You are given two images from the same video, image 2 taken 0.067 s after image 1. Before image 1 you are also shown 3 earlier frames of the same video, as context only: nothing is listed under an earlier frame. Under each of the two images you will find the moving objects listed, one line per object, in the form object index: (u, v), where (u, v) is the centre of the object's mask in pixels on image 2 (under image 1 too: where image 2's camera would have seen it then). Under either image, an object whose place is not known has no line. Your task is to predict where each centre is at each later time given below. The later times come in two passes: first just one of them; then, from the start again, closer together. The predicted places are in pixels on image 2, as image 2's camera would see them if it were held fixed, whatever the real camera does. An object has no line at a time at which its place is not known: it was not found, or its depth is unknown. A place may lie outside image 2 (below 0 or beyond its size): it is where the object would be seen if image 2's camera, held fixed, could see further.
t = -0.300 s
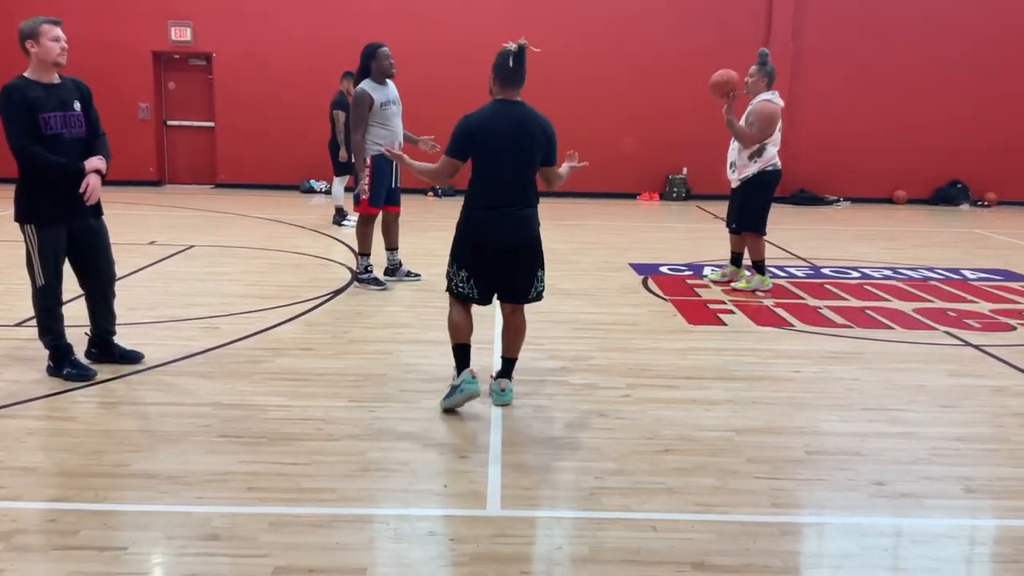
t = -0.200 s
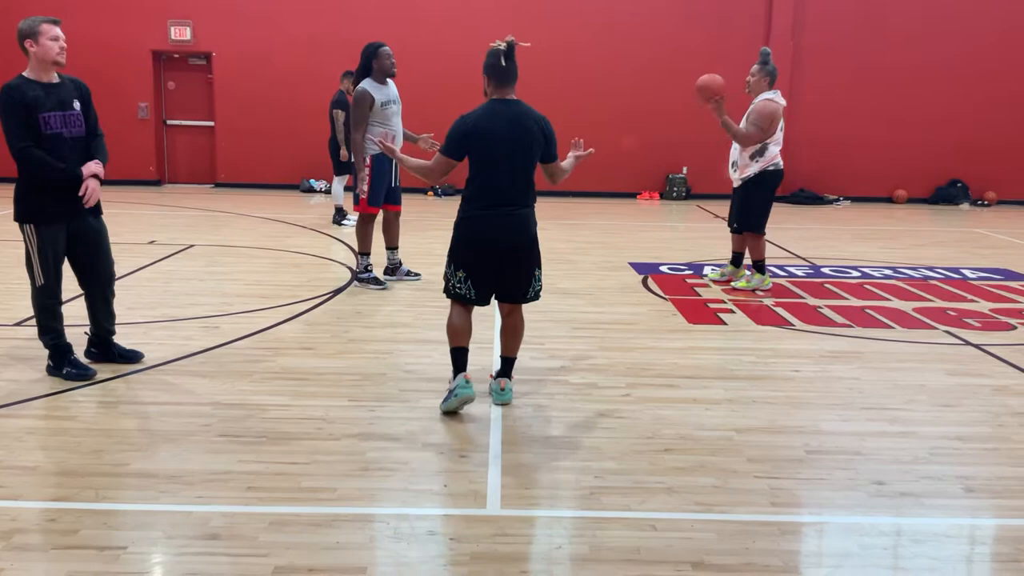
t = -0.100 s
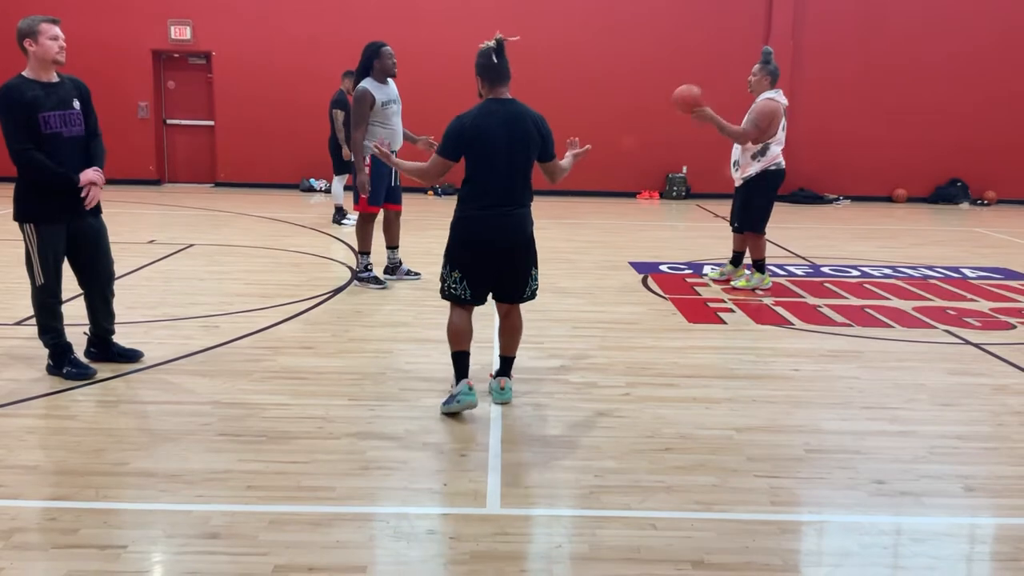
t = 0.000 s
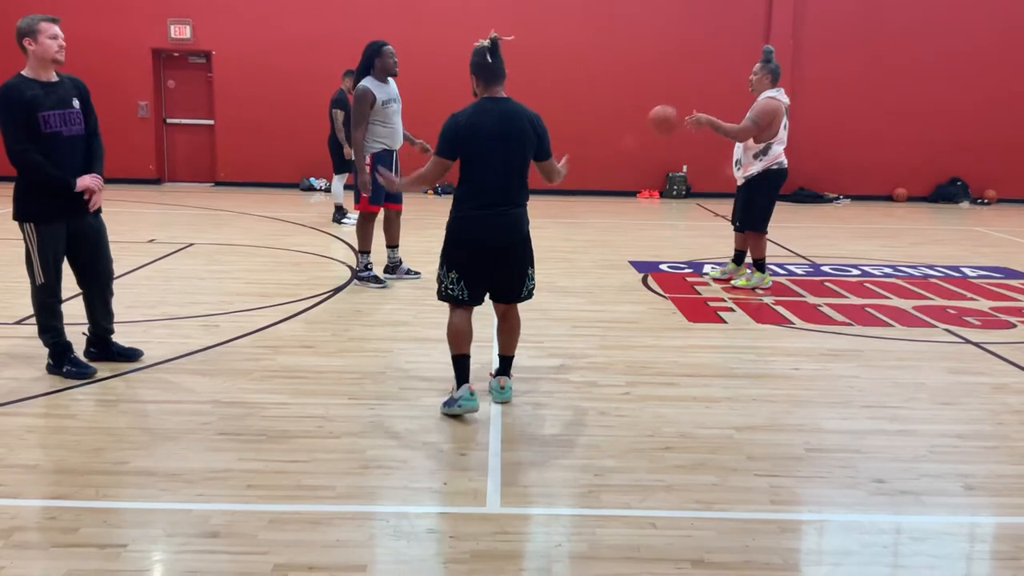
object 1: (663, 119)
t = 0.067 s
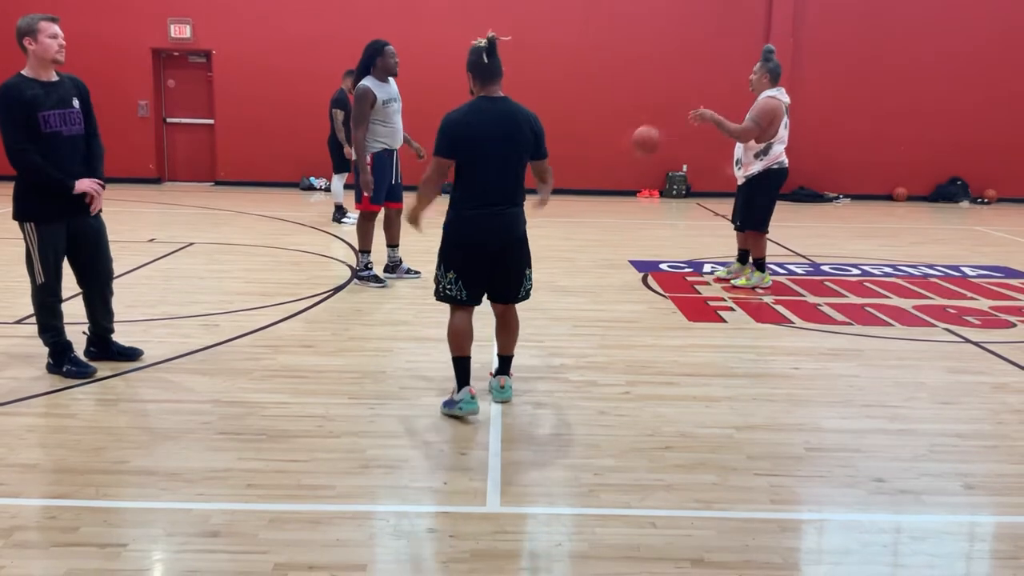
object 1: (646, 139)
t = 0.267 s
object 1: (596, 234)
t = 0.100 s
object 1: (638, 151)
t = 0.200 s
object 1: (613, 197)
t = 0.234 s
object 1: (604, 216)
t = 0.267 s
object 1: (596, 234)
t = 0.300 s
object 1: (588, 253)
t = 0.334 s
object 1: (581, 269)
